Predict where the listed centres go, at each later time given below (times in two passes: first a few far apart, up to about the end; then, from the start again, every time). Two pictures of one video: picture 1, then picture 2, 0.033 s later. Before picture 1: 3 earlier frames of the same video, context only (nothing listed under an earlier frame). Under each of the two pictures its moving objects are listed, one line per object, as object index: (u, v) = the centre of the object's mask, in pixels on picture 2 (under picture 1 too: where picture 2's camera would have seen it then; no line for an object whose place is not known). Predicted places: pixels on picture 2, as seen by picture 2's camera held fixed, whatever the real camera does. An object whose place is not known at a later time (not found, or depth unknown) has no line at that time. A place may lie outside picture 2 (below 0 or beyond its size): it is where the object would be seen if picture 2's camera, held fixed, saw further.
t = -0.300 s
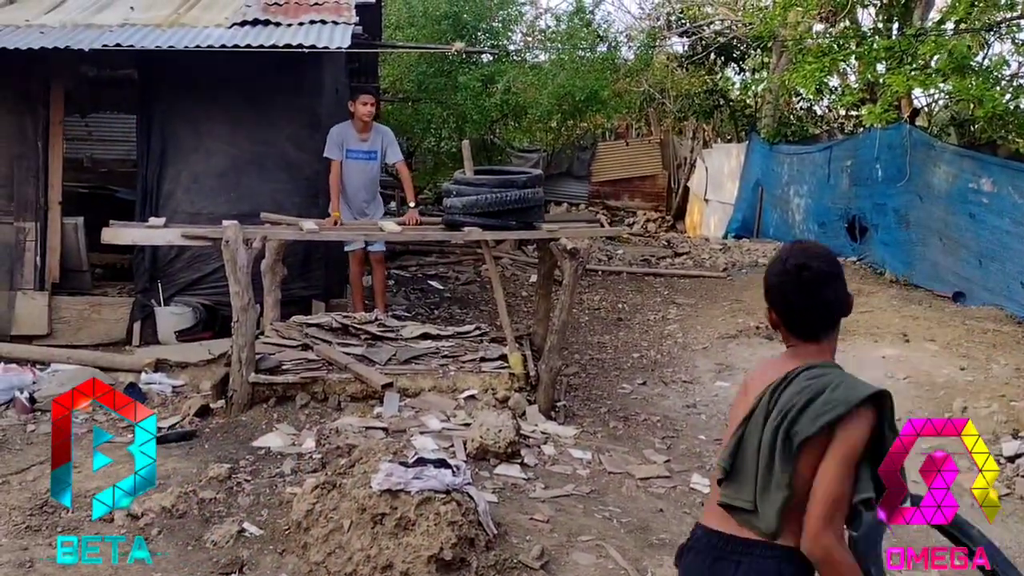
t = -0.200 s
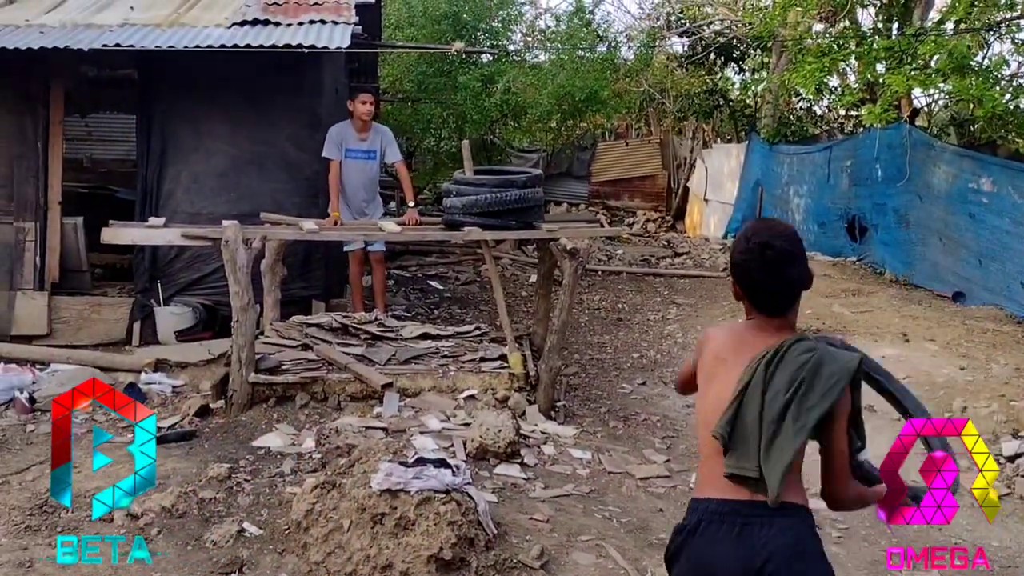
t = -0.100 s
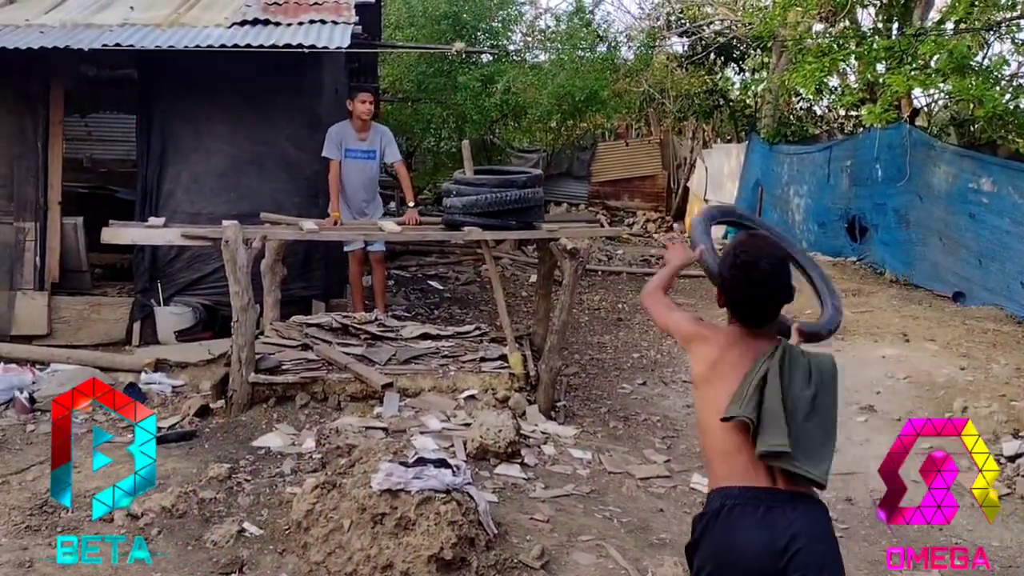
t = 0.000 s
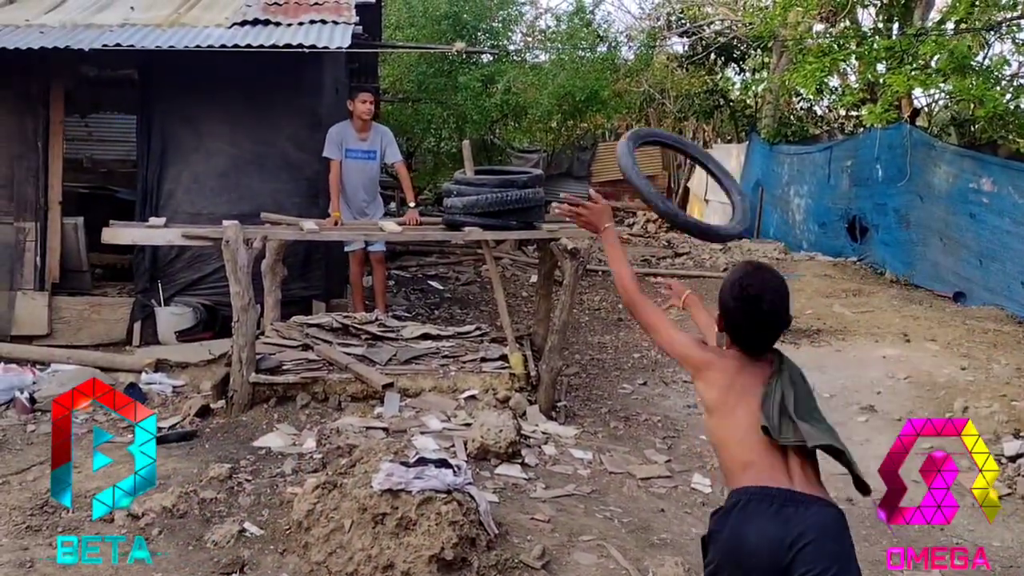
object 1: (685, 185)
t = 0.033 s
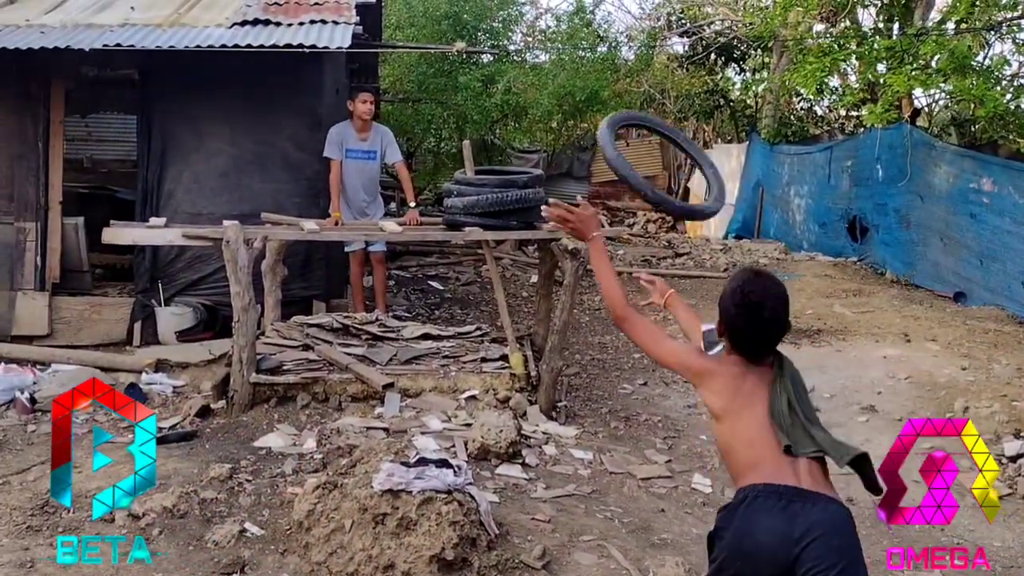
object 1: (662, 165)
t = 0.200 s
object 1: (574, 123)
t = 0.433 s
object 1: (497, 162)
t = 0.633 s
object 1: (483, 182)
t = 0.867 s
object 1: (482, 194)
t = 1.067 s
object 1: (483, 198)
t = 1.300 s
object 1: (489, 204)
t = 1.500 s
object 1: (493, 209)
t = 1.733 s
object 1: (507, 254)
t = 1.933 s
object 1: (505, 330)
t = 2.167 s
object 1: (500, 341)
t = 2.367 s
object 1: (485, 374)
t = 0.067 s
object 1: (641, 150)
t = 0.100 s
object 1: (621, 138)
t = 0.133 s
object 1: (604, 131)
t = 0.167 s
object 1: (589, 126)
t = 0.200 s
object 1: (574, 123)
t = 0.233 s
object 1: (560, 124)
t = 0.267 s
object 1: (548, 126)
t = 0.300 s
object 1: (536, 130)
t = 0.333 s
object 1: (525, 136)
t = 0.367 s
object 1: (515, 143)
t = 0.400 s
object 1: (505, 152)
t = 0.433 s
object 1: (497, 162)
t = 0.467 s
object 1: (491, 174)
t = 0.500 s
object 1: (489, 183)
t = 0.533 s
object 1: (486, 184)
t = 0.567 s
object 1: (484, 184)
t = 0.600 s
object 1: (483, 184)
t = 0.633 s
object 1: (483, 182)
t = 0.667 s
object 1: (482, 182)
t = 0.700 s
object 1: (481, 184)
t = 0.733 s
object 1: (482, 186)
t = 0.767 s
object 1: (482, 188)
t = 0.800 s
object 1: (481, 192)
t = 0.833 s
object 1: (482, 194)
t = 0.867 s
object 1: (482, 194)
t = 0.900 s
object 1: (482, 194)
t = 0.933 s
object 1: (482, 195)
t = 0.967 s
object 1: (482, 195)
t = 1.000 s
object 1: (482, 197)
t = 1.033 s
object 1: (483, 197)
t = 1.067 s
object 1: (483, 198)
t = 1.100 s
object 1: (484, 199)
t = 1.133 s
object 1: (485, 200)
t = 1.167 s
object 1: (487, 202)
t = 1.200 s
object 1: (487, 202)
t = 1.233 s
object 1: (488, 203)
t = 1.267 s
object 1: (488, 204)
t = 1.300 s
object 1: (489, 204)
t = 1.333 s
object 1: (490, 205)
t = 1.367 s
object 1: (490, 206)
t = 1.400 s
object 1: (490, 206)
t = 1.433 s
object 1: (491, 207)
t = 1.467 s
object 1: (492, 208)
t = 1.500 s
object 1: (493, 209)
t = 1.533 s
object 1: (494, 212)
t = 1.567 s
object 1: (496, 215)
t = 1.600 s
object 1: (497, 219)
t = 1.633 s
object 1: (499, 225)
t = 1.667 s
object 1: (502, 233)
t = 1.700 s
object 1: (504, 243)
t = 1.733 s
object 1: (507, 254)
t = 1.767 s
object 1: (508, 267)
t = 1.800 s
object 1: (511, 283)
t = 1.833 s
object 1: (512, 301)
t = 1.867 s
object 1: (510, 315)
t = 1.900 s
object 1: (507, 329)
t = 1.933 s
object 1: (505, 330)
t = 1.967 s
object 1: (504, 325)
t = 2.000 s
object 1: (503, 324)
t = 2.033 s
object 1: (503, 322)
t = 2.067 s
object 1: (503, 323)
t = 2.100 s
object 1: (502, 327)
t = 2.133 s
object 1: (501, 333)
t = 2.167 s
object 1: (500, 341)
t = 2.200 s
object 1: (499, 350)
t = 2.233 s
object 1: (498, 360)
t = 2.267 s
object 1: (511, 361)
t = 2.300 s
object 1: (501, 361)
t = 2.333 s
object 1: (488, 373)
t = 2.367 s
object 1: (485, 374)
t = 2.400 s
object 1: (481, 377)
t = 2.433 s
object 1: (476, 382)
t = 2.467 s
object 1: (472, 390)
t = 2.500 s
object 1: (468, 400)
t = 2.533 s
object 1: (461, 413)
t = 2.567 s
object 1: (465, 408)
